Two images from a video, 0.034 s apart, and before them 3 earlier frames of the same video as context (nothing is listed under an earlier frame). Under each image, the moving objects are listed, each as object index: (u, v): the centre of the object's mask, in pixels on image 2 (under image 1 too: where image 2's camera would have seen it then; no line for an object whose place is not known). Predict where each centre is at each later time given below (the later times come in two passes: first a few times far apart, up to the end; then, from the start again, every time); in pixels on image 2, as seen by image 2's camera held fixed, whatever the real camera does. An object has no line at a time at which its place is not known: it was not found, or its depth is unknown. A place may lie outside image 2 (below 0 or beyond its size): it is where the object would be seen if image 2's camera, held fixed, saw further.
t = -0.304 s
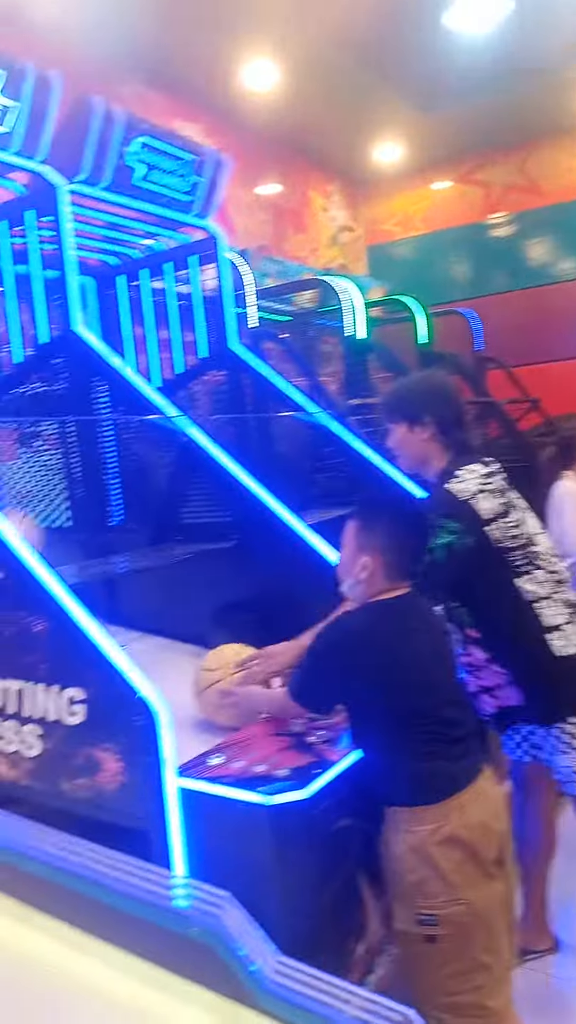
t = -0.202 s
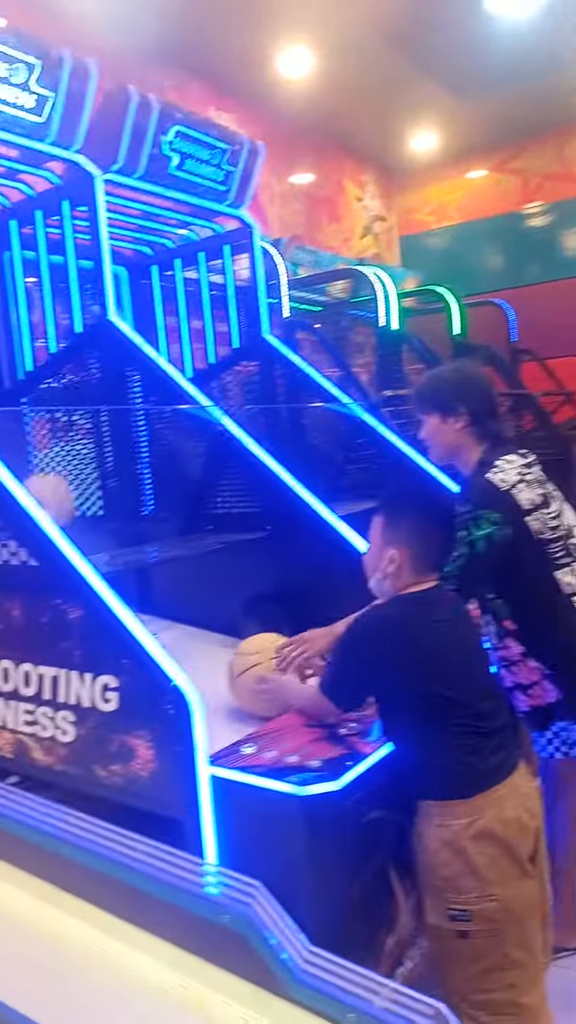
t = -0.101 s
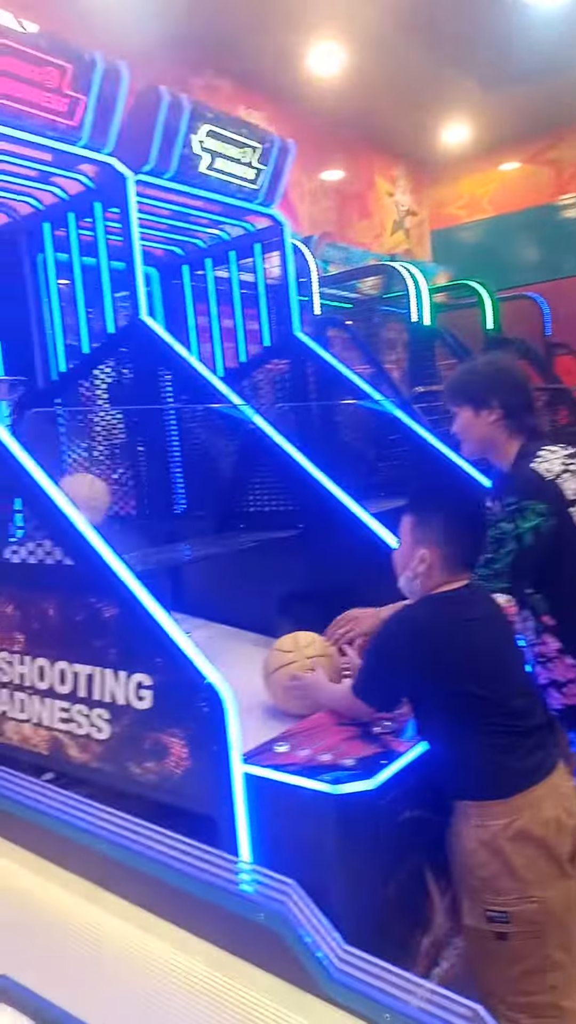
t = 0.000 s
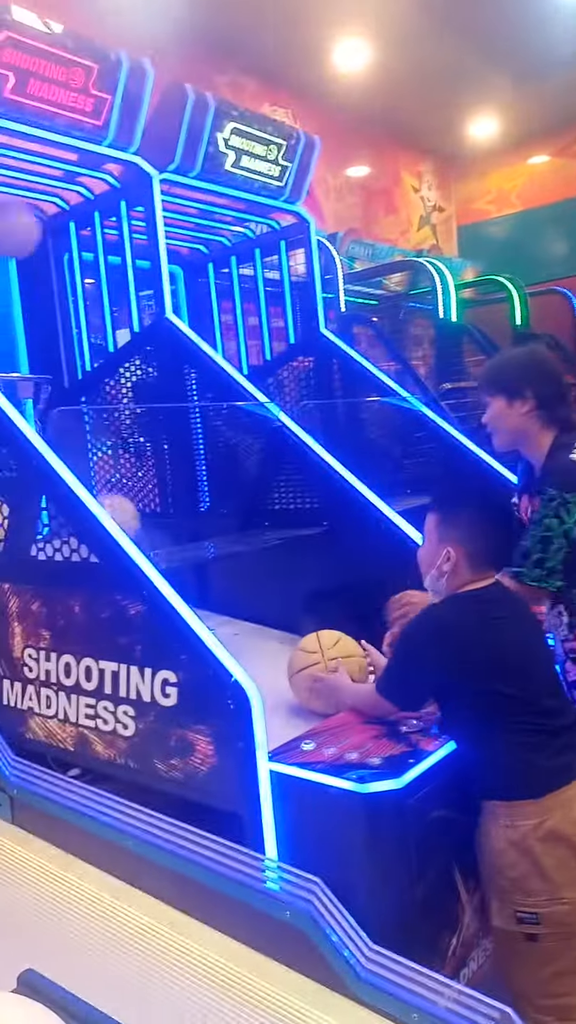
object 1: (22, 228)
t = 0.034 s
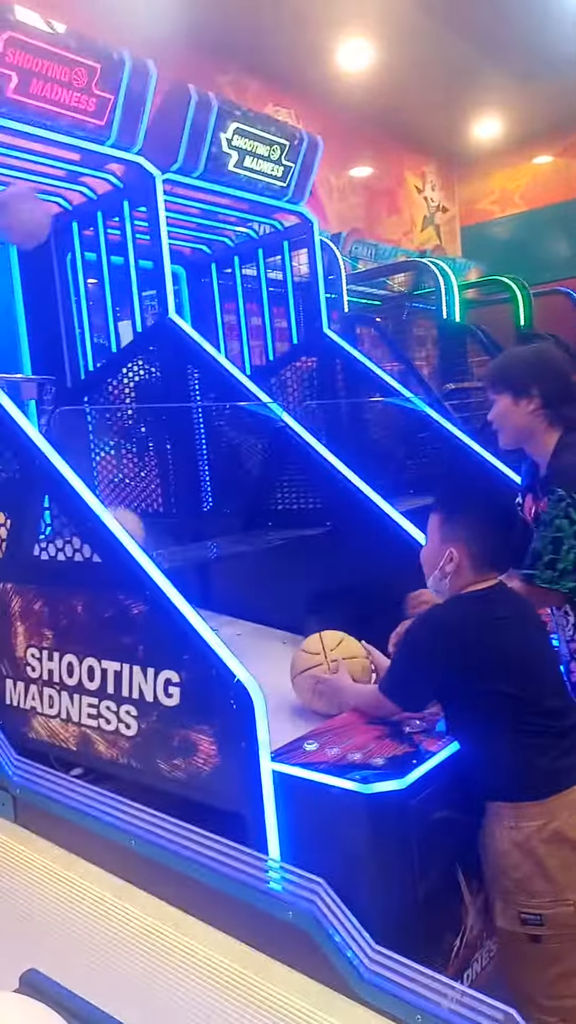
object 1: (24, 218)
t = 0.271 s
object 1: (76, 236)
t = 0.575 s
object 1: (163, 468)
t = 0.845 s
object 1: (190, 479)
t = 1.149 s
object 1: (178, 535)
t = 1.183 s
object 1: (169, 539)
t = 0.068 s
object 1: (30, 211)
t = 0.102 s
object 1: (38, 206)
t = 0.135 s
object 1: (45, 206)
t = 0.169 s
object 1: (53, 209)
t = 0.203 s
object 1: (61, 216)
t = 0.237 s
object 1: (69, 224)
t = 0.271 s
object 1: (76, 236)
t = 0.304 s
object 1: (85, 250)
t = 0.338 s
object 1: (95, 270)
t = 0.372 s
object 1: (104, 291)
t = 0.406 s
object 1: (115, 316)
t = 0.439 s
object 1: (123, 342)
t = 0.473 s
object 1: (135, 371)
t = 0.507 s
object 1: (147, 403)
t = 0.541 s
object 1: (158, 439)
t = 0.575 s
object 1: (163, 468)
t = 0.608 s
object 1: (167, 496)
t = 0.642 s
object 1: (170, 523)
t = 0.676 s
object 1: (173, 535)
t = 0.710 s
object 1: (176, 521)
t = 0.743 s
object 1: (179, 509)
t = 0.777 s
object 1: (182, 495)
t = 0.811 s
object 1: (186, 486)
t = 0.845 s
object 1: (190, 479)
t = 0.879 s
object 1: (194, 476)
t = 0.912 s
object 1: (195, 476)
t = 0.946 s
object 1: (197, 479)
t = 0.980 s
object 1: (199, 486)
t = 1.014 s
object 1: (201, 496)
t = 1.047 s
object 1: (203, 508)
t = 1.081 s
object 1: (198, 516)
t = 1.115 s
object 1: (186, 522)
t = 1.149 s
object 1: (178, 535)
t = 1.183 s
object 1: (169, 539)
